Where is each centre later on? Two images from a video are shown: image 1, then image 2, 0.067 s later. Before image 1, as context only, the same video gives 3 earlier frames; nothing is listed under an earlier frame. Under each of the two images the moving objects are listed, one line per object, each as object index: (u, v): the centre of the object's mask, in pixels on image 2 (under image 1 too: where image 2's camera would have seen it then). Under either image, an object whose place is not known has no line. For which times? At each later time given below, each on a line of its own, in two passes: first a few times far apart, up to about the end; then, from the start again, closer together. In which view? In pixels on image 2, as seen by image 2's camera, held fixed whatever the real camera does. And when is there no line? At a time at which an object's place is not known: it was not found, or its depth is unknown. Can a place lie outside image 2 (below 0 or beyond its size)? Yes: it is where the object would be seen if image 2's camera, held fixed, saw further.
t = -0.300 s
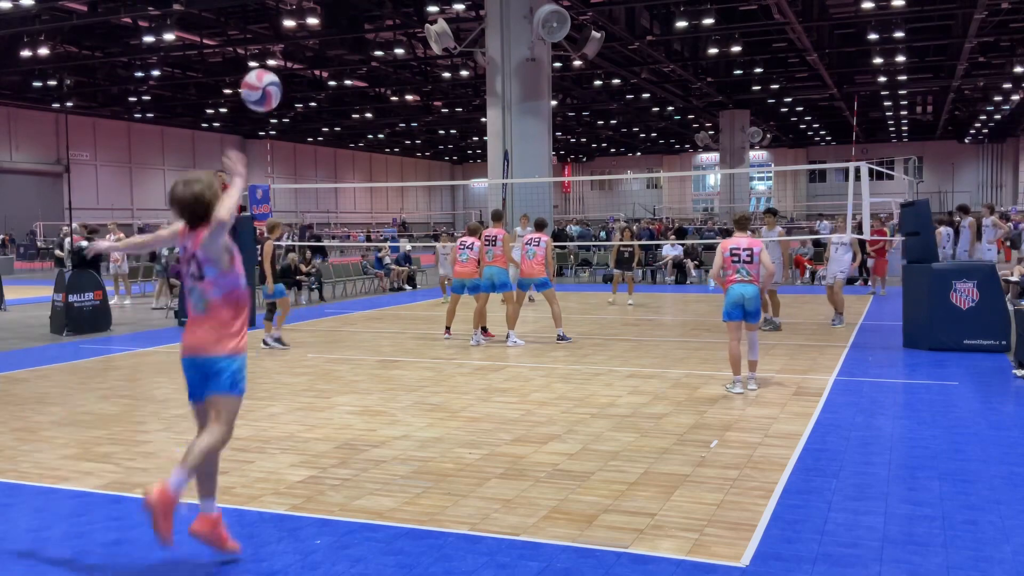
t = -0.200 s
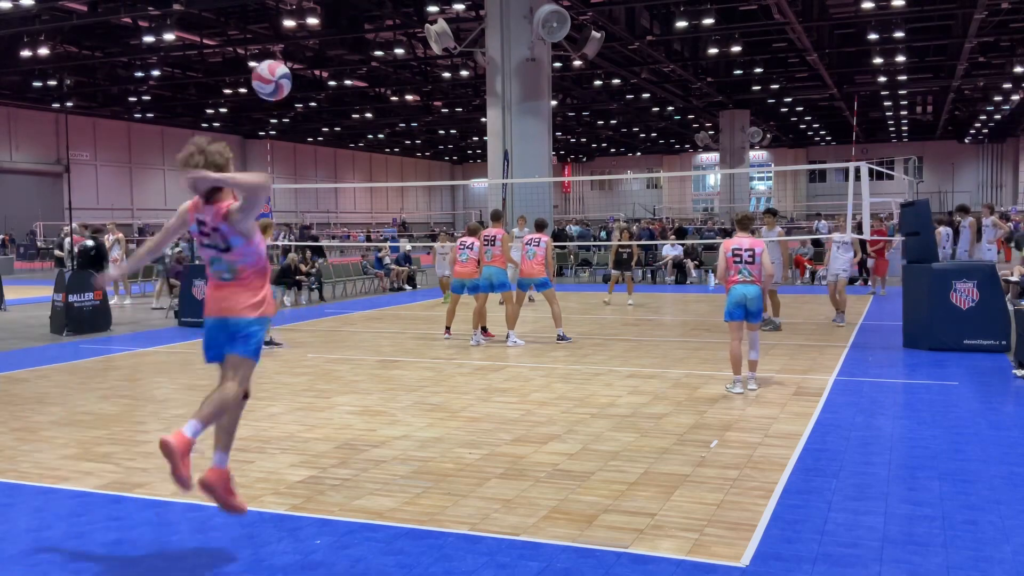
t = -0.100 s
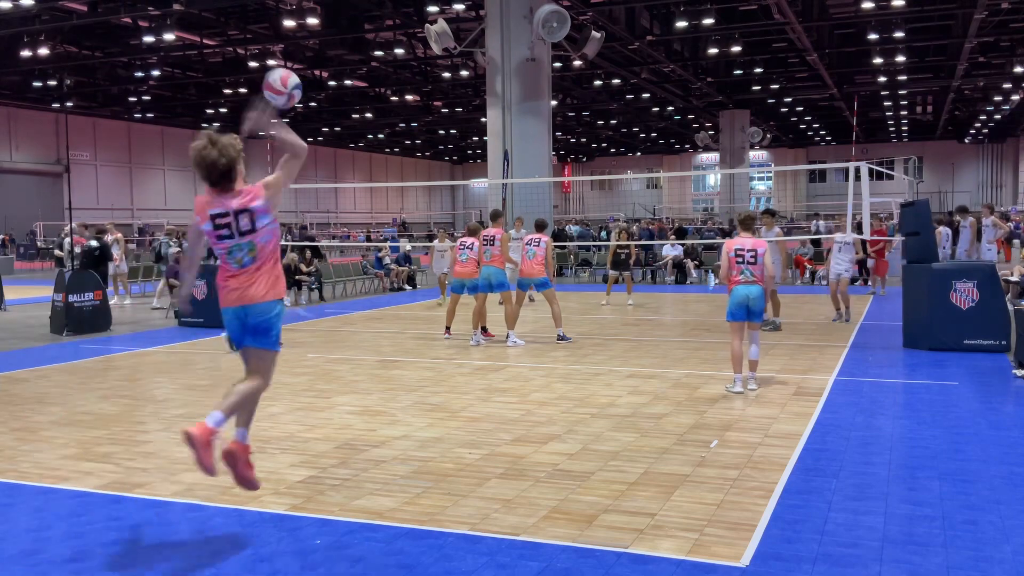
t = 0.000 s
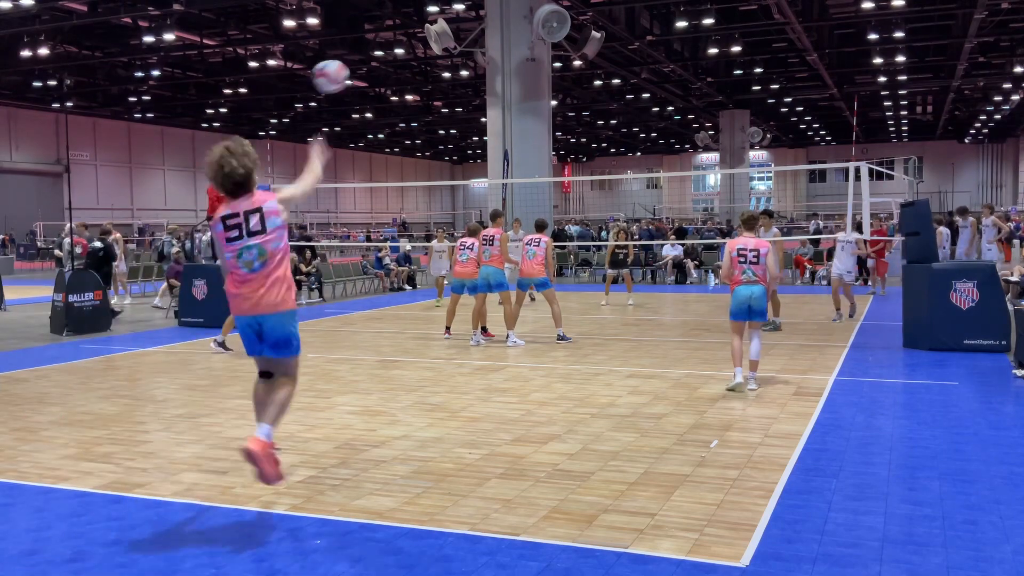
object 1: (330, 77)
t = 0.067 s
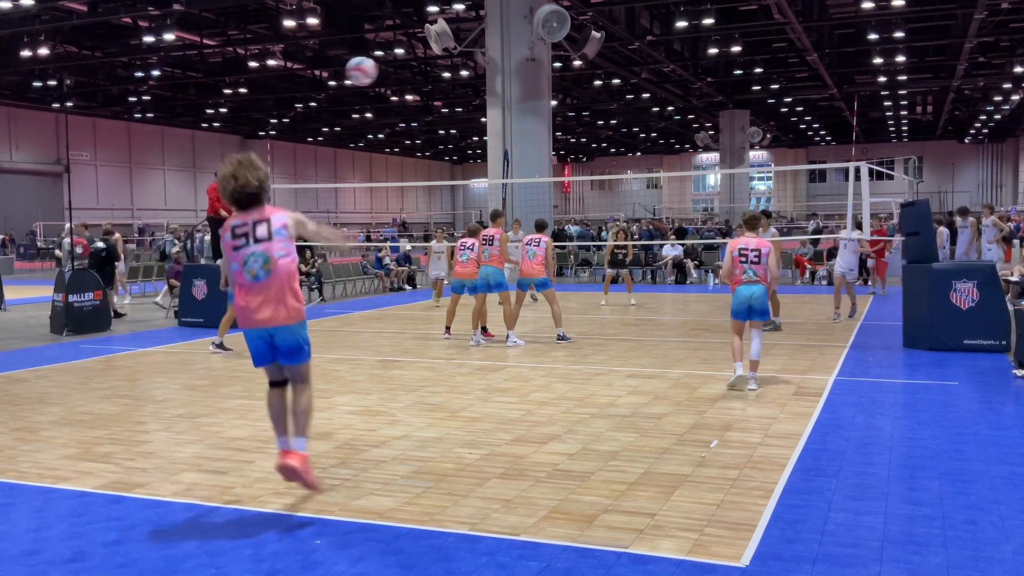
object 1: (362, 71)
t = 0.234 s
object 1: (418, 81)
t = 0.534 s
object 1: (480, 142)
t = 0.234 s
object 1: (418, 81)
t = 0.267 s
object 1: (427, 86)
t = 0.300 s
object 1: (435, 91)
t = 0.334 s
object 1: (443, 97)
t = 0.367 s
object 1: (450, 104)
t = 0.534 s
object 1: (480, 142)
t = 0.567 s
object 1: (485, 149)
